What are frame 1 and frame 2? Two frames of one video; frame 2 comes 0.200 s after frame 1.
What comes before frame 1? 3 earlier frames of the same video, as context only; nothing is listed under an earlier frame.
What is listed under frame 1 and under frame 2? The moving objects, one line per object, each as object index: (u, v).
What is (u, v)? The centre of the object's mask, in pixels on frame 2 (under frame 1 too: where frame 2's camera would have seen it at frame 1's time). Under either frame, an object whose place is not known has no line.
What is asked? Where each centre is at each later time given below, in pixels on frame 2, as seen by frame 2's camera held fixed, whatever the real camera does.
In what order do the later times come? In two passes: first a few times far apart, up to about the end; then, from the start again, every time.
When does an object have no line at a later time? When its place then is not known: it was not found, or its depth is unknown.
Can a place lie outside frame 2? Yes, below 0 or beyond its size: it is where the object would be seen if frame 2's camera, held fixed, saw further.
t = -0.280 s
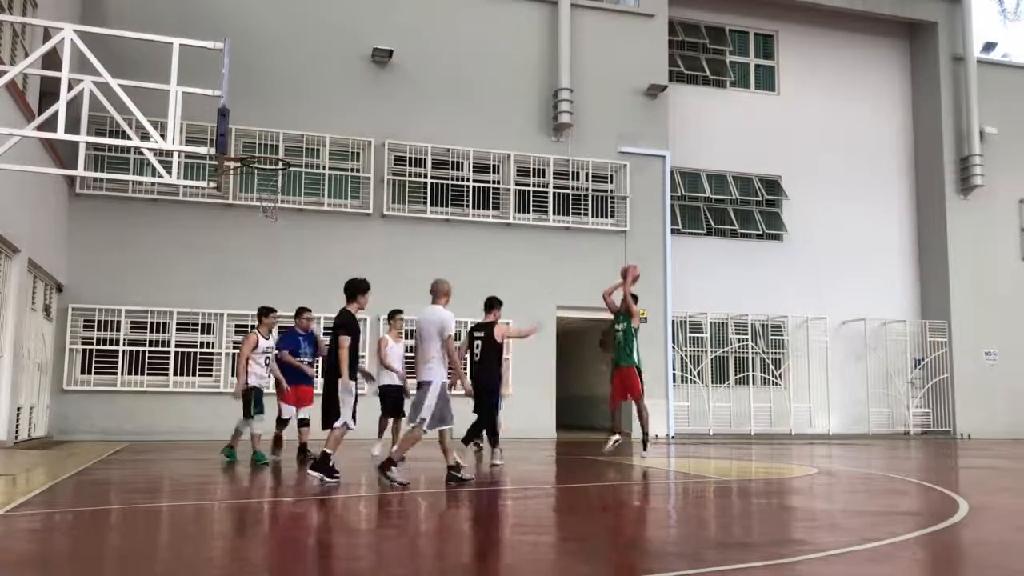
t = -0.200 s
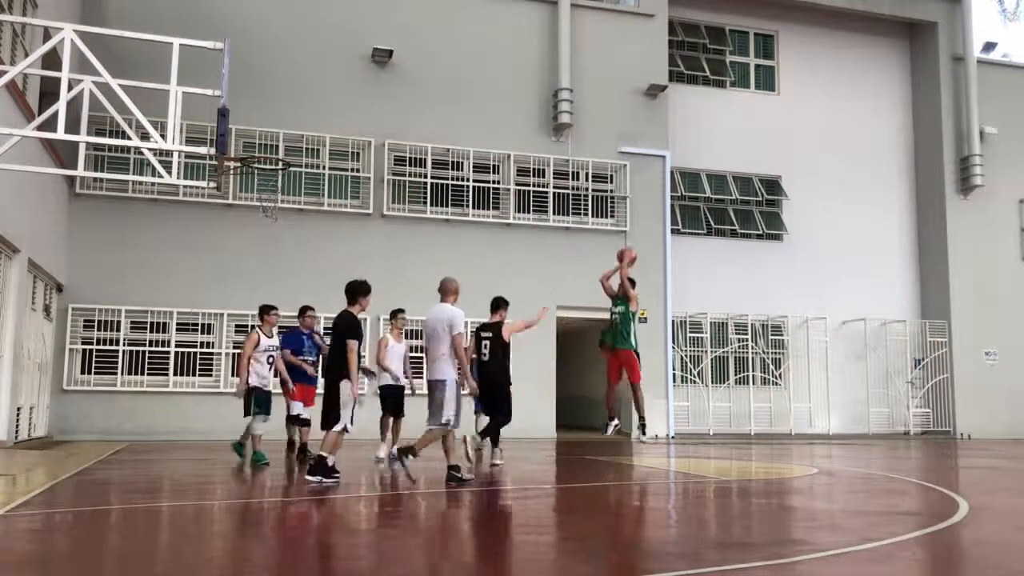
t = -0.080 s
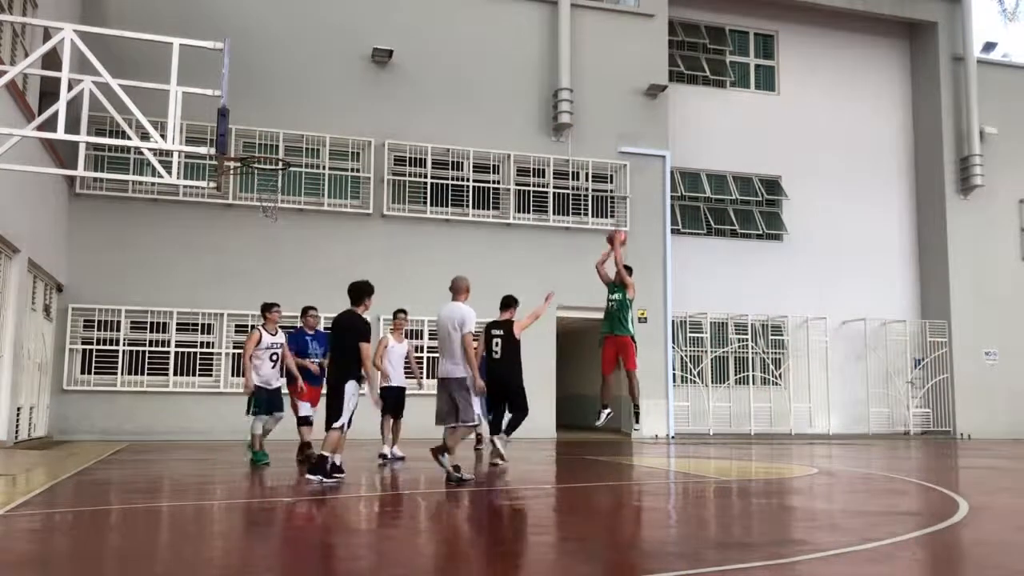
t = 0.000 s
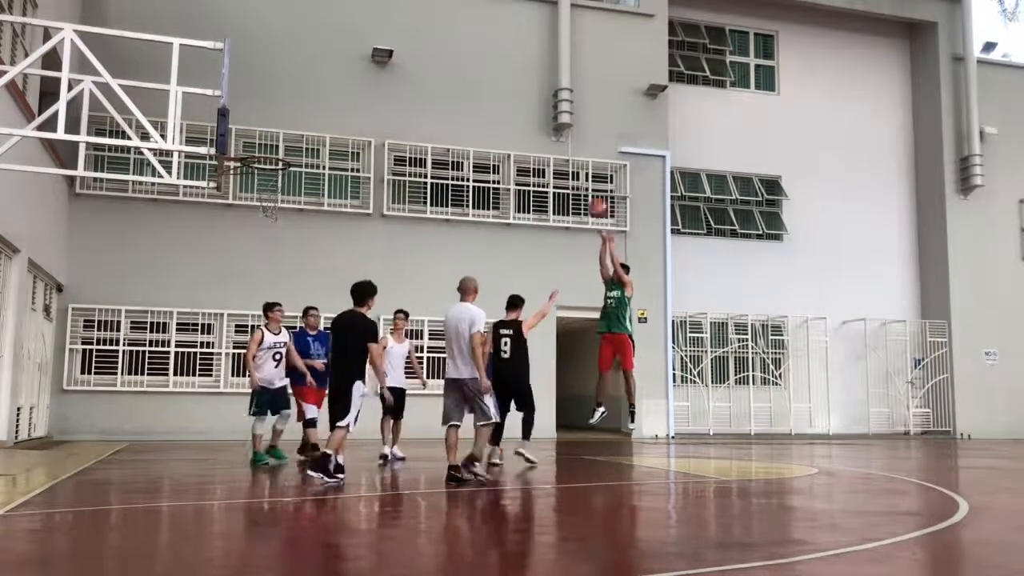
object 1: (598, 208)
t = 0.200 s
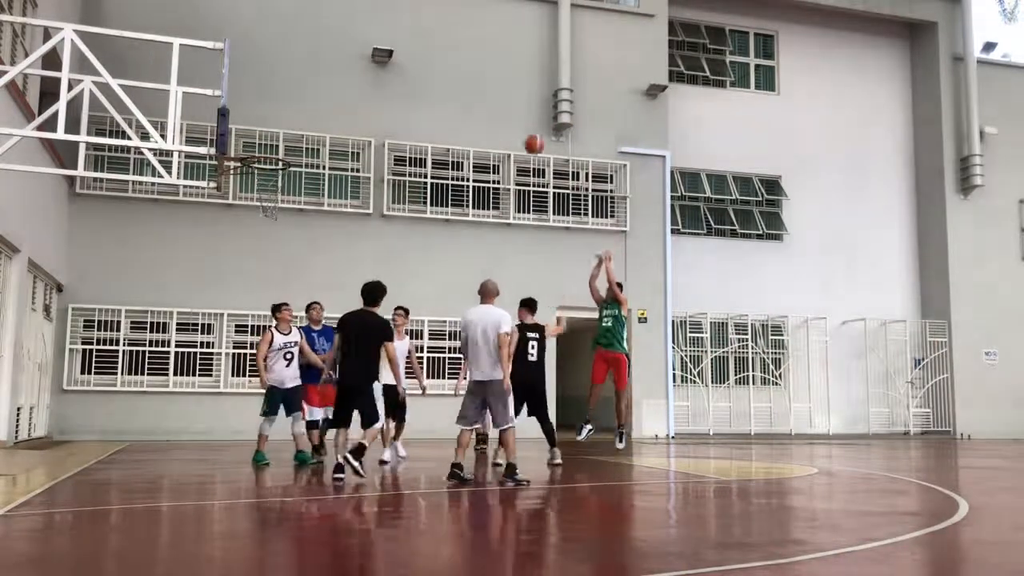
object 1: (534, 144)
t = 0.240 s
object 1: (523, 137)
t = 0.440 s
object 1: (456, 108)
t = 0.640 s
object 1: (384, 111)
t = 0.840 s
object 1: (306, 151)
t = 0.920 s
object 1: (309, 152)
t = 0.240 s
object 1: (523, 137)
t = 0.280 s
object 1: (507, 126)
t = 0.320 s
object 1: (497, 120)
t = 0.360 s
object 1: (479, 113)
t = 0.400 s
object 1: (468, 110)
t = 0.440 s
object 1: (456, 108)
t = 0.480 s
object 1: (439, 105)
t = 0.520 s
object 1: (427, 105)
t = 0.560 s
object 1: (410, 105)
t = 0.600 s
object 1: (397, 107)
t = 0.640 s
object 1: (384, 111)
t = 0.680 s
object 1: (365, 117)
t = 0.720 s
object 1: (352, 123)
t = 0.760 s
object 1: (333, 132)
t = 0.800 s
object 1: (319, 141)
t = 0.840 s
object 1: (306, 151)
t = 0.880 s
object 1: (302, 156)
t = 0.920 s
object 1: (309, 152)
